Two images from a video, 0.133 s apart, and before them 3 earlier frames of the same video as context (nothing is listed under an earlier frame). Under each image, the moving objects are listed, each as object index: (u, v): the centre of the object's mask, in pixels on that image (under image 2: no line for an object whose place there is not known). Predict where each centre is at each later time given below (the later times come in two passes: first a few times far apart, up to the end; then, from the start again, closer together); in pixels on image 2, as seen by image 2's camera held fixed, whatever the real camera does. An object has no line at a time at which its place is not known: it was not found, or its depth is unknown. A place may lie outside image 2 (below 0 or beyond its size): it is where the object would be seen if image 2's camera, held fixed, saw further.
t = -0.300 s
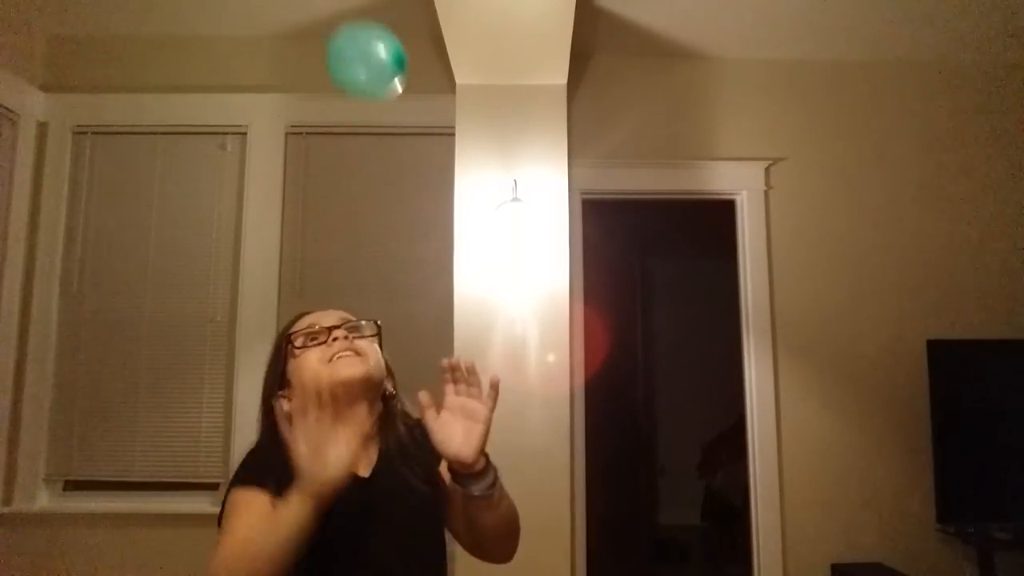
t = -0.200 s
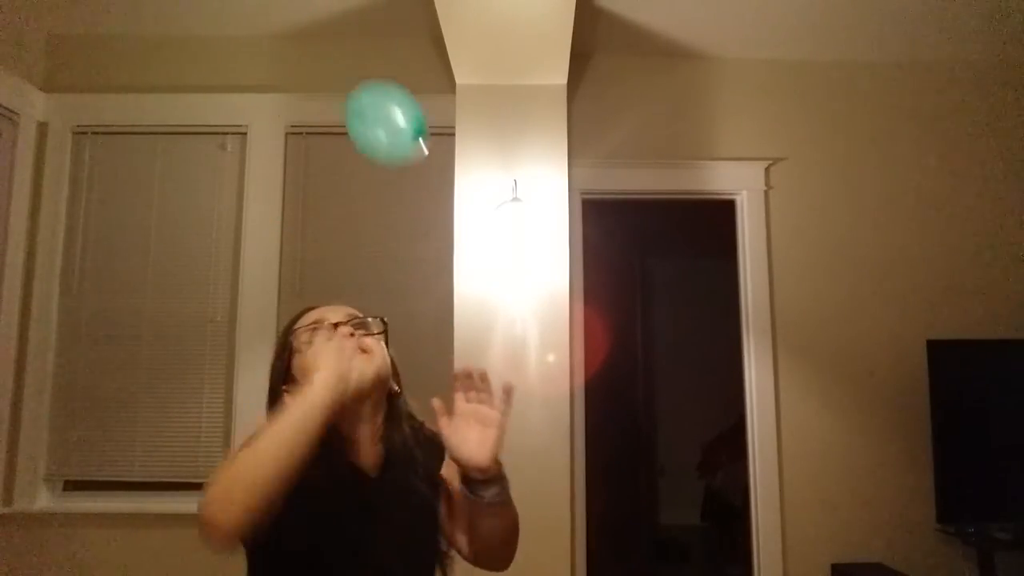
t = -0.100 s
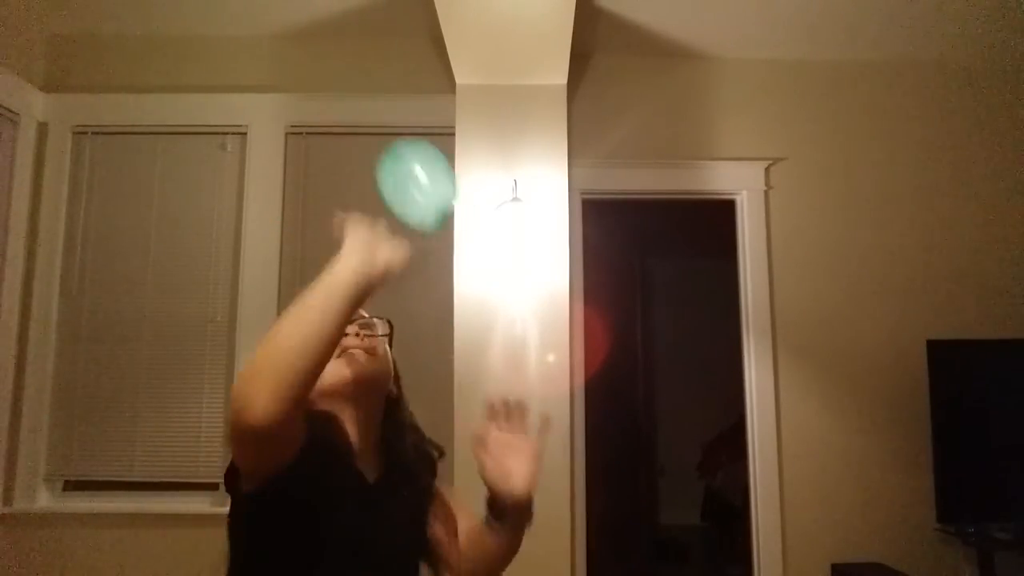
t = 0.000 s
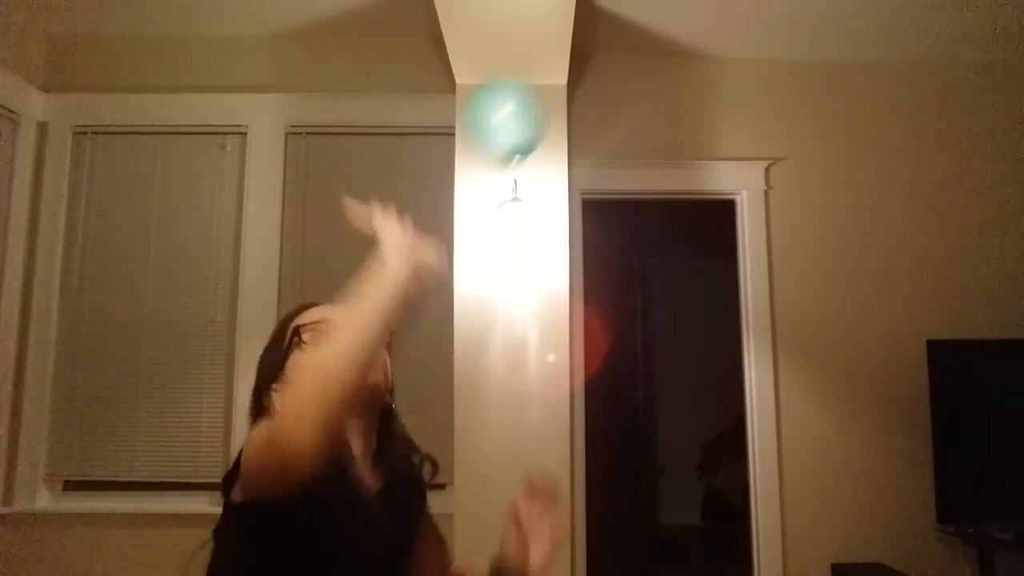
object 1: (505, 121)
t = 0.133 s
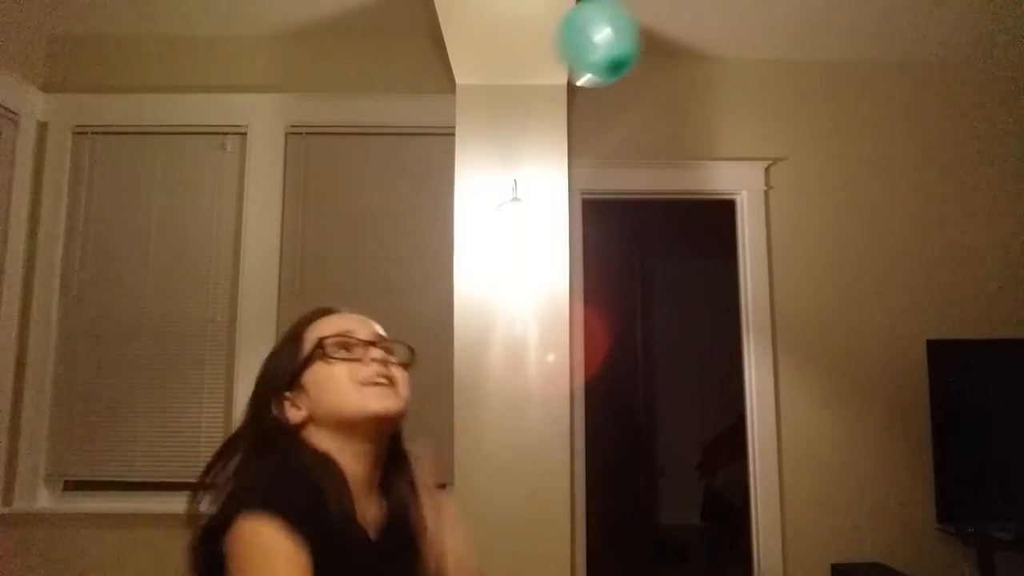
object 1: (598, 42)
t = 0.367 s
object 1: (717, 40)
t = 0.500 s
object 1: (761, 100)
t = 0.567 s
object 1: (775, 146)
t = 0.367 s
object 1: (717, 40)
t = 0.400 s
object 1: (730, 48)
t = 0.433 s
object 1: (742, 61)
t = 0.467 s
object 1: (751, 79)
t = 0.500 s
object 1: (761, 100)
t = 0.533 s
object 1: (768, 122)
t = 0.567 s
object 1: (775, 146)
